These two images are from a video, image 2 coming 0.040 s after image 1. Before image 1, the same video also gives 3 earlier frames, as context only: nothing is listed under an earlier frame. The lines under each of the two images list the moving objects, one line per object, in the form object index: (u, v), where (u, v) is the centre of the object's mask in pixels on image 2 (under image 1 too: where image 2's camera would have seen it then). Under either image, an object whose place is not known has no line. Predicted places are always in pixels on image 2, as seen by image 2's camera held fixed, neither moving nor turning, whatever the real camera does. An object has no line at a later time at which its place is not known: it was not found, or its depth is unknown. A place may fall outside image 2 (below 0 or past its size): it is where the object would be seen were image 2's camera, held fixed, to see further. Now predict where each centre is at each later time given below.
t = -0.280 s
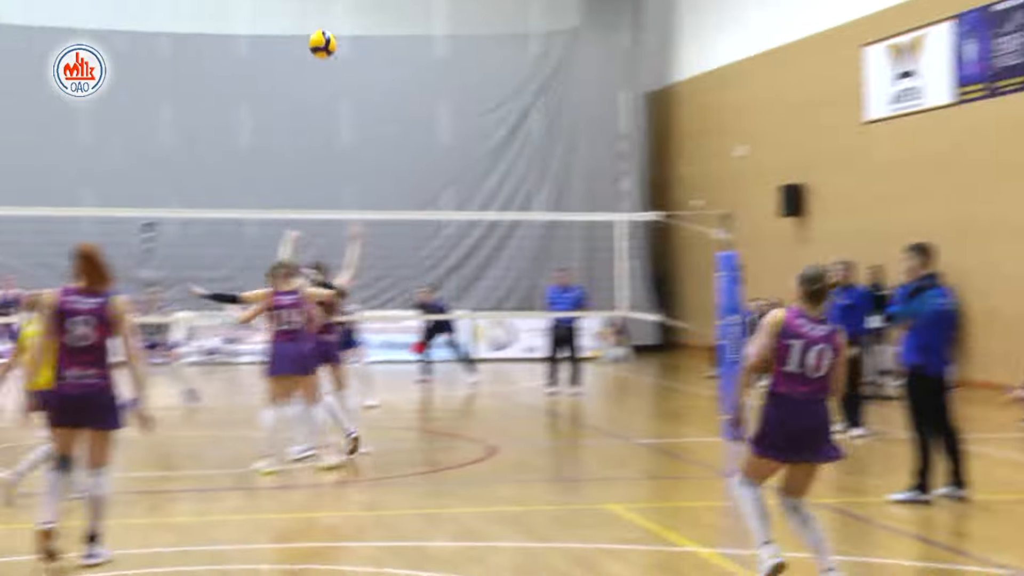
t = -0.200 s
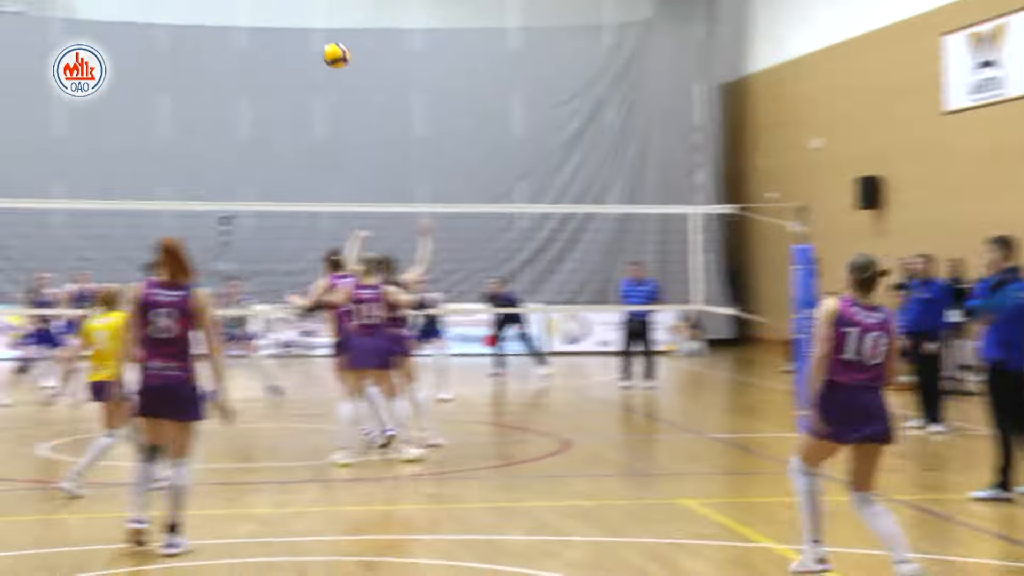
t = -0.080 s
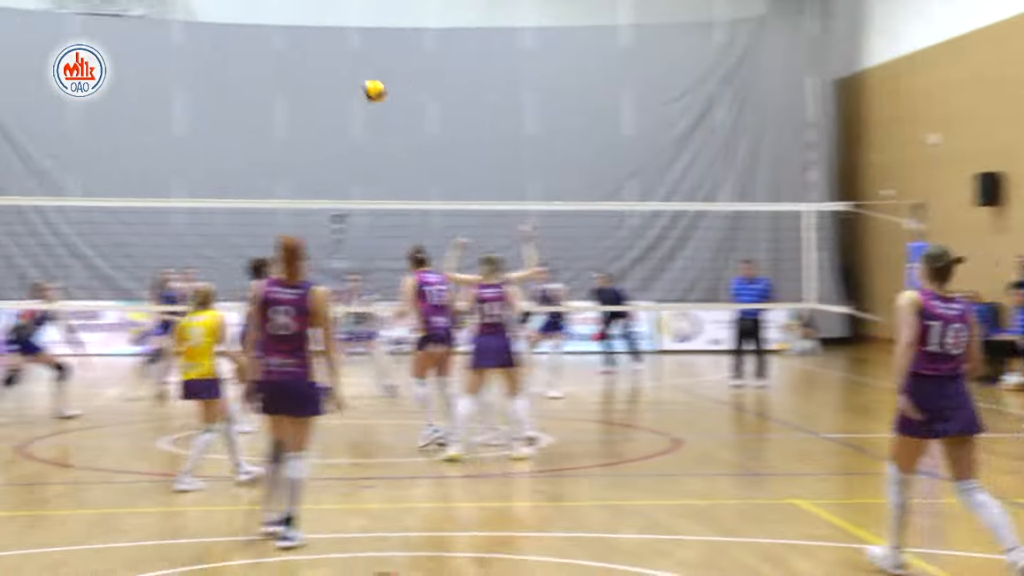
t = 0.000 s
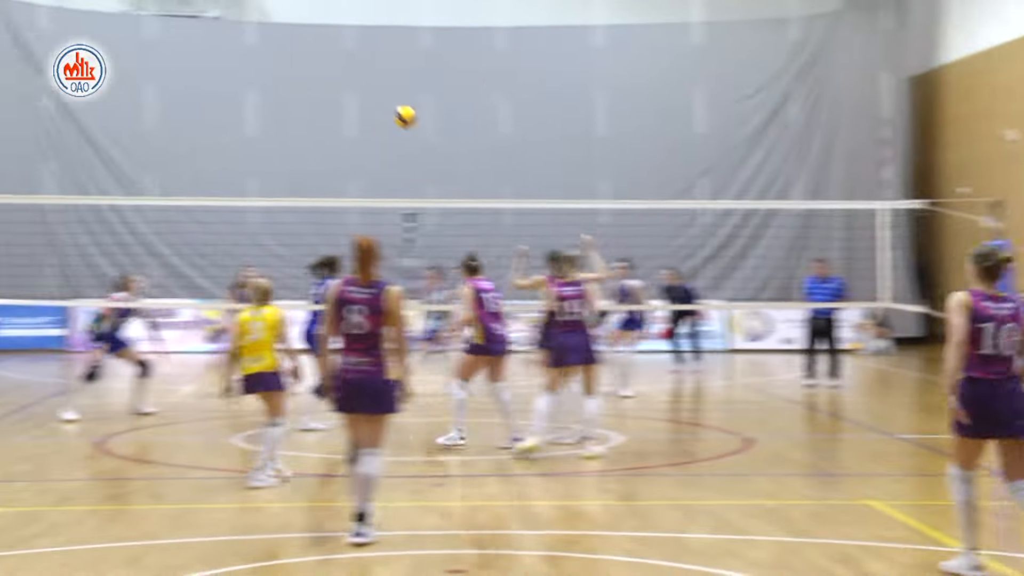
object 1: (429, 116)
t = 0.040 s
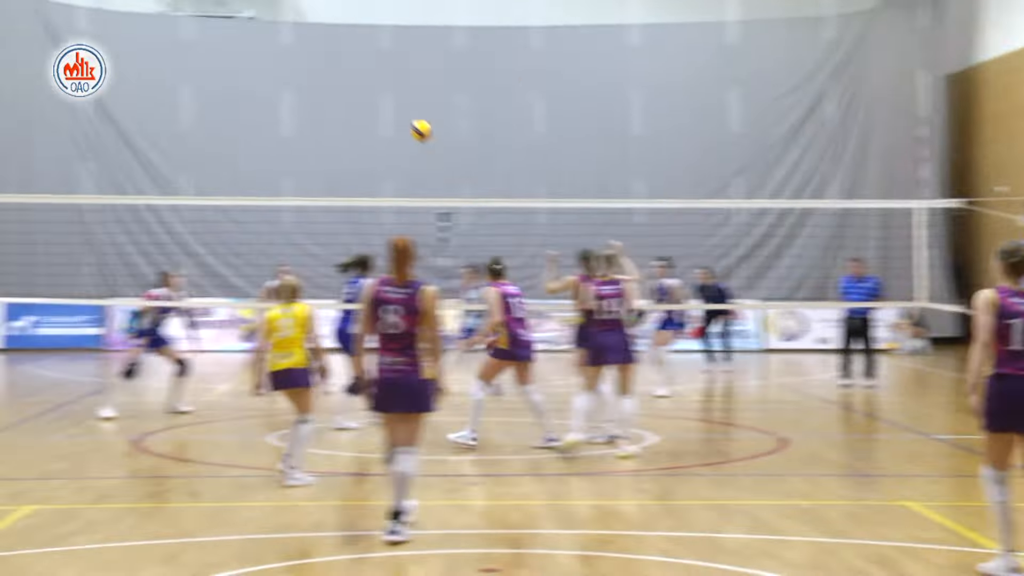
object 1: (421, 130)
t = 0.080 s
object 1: (414, 145)
